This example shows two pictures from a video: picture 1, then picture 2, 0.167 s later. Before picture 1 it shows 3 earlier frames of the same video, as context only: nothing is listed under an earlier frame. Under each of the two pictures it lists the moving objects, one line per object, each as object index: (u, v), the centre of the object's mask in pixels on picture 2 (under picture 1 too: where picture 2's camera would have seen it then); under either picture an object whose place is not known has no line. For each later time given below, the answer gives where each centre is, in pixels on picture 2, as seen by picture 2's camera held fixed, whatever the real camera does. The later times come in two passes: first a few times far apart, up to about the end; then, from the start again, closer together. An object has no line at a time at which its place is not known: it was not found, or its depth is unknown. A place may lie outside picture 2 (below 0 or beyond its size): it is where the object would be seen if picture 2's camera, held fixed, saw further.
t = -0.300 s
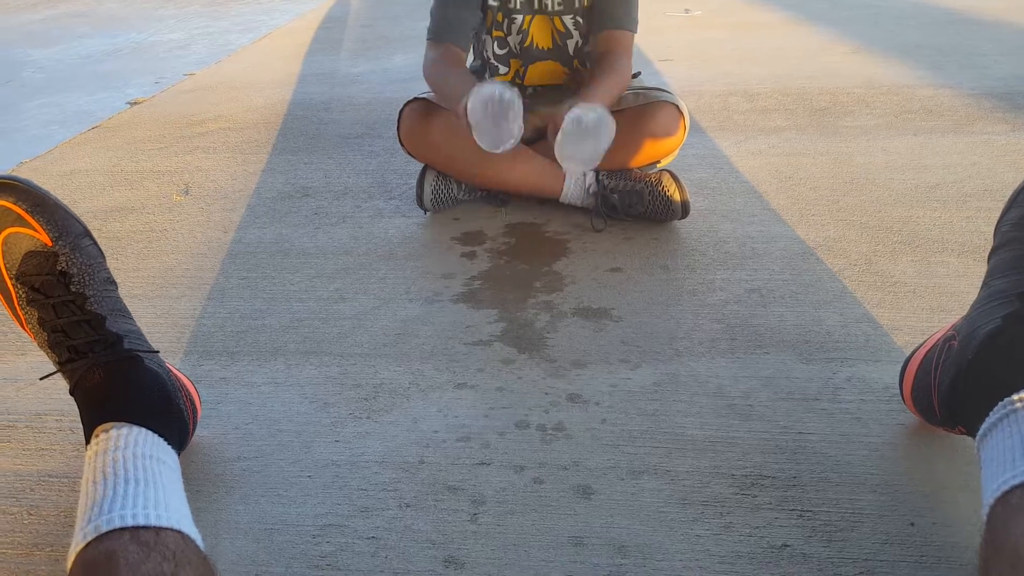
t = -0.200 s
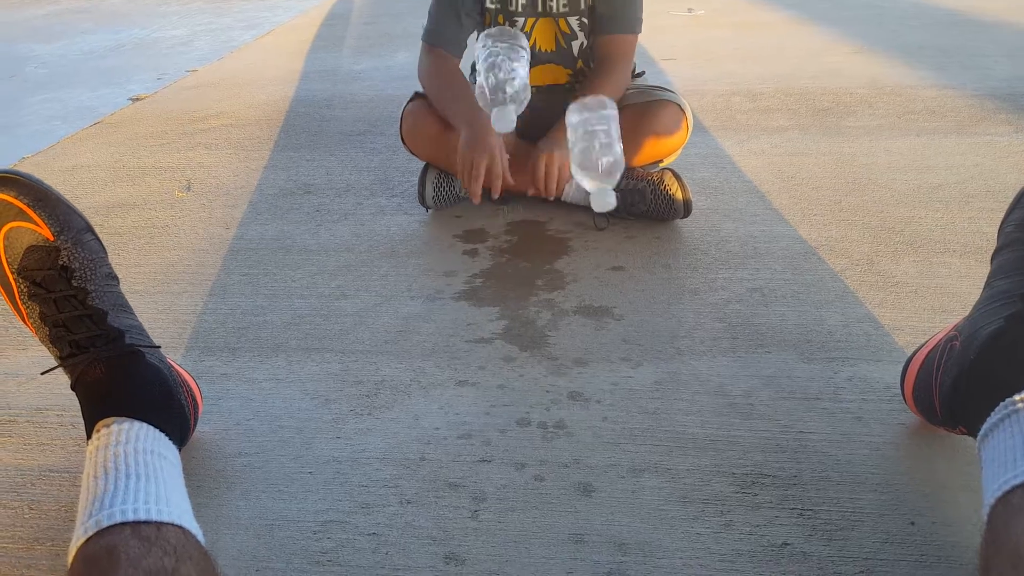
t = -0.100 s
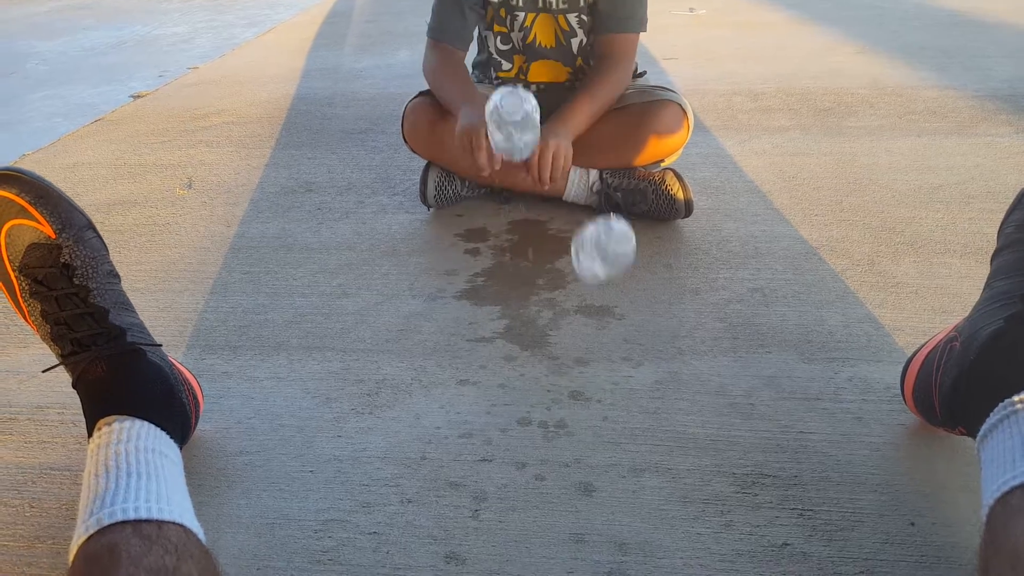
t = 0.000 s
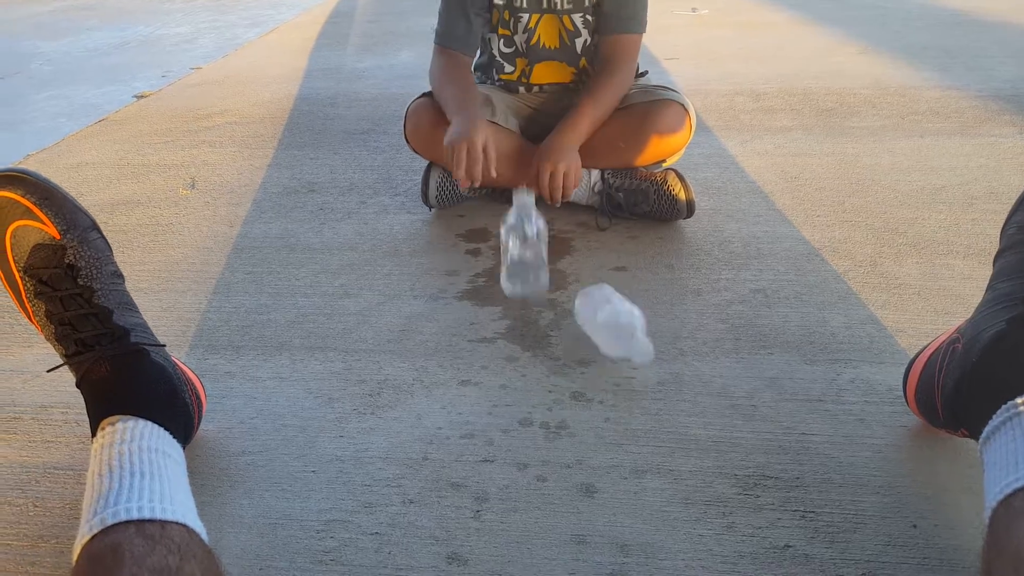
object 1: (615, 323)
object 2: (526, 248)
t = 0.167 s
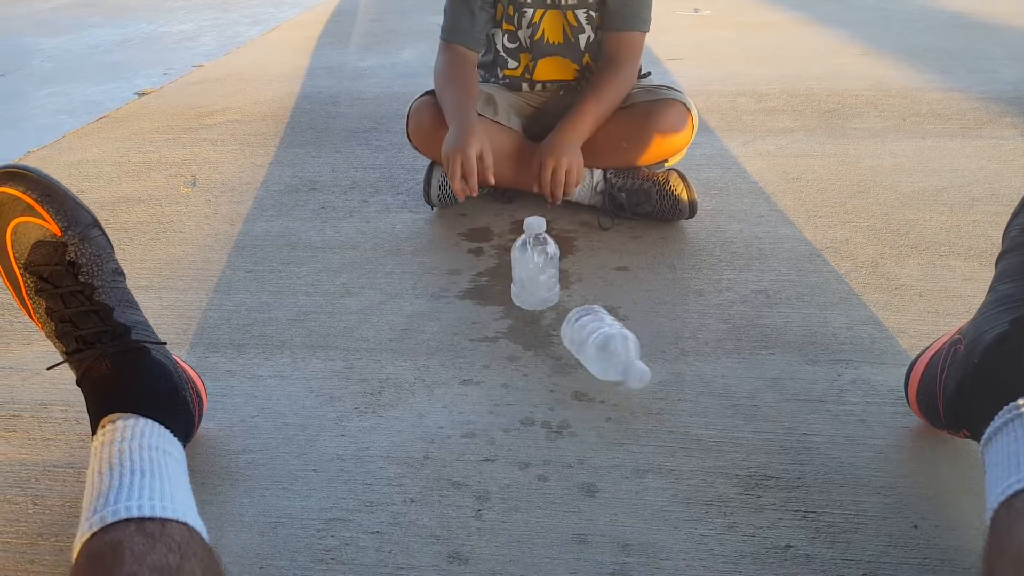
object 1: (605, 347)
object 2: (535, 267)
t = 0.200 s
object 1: (599, 348)
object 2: (535, 267)
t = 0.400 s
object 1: (566, 357)
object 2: (535, 267)
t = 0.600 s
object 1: (532, 367)
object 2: (535, 267)
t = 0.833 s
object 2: (535, 268)
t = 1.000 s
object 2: (534, 267)
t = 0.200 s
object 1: (599, 348)
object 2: (535, 267)
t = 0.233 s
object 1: (593, 349)
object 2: (535, 267)
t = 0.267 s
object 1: (588, 350)
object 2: (535, 267)
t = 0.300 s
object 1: (582, 352)
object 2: (535, 267)
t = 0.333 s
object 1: (577, 353)
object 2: (535, 267)
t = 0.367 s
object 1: (571, 355)
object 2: (535, 267)
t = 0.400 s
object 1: (566, 357)
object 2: (535, 267)
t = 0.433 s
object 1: (560, 358)
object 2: (535, 267)
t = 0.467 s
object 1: (555, 360)
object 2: (535, 267)
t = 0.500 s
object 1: (550, 361)
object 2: (535, 267)
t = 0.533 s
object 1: (545, 363)
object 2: (535, 267)
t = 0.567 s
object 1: (538, 365)
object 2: (535, 267)
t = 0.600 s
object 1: (532, 367)
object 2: (535, 267)
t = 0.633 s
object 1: (526, 370)
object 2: (534, 267)
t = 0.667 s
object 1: (519, 371)
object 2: (534, 268)
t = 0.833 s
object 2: (535, 268)
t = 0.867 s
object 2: (535, 268)
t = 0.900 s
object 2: (534, 268)
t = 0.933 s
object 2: (534, 267)
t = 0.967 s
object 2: (535, 267)
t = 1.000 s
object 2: (534, 267)
